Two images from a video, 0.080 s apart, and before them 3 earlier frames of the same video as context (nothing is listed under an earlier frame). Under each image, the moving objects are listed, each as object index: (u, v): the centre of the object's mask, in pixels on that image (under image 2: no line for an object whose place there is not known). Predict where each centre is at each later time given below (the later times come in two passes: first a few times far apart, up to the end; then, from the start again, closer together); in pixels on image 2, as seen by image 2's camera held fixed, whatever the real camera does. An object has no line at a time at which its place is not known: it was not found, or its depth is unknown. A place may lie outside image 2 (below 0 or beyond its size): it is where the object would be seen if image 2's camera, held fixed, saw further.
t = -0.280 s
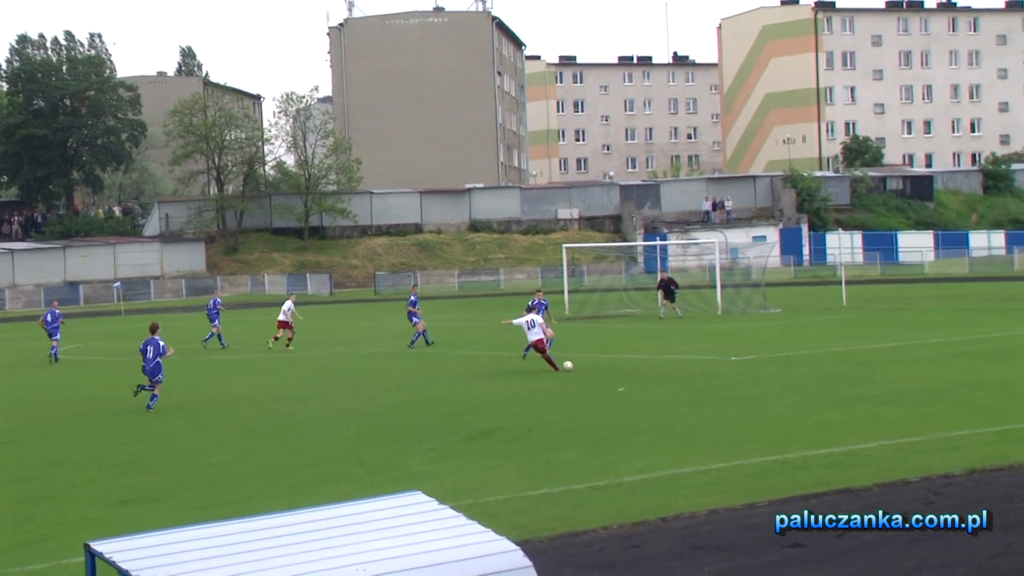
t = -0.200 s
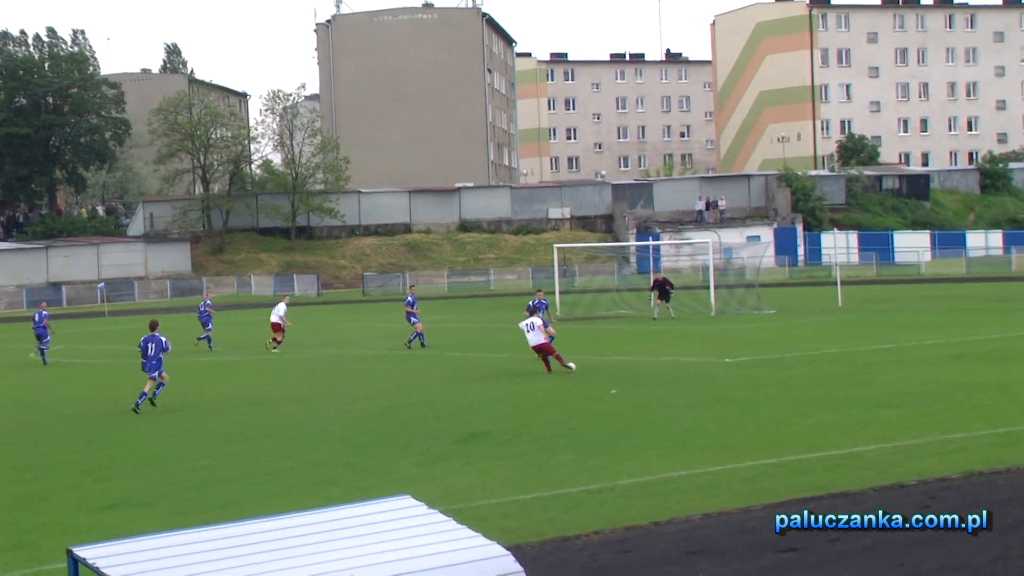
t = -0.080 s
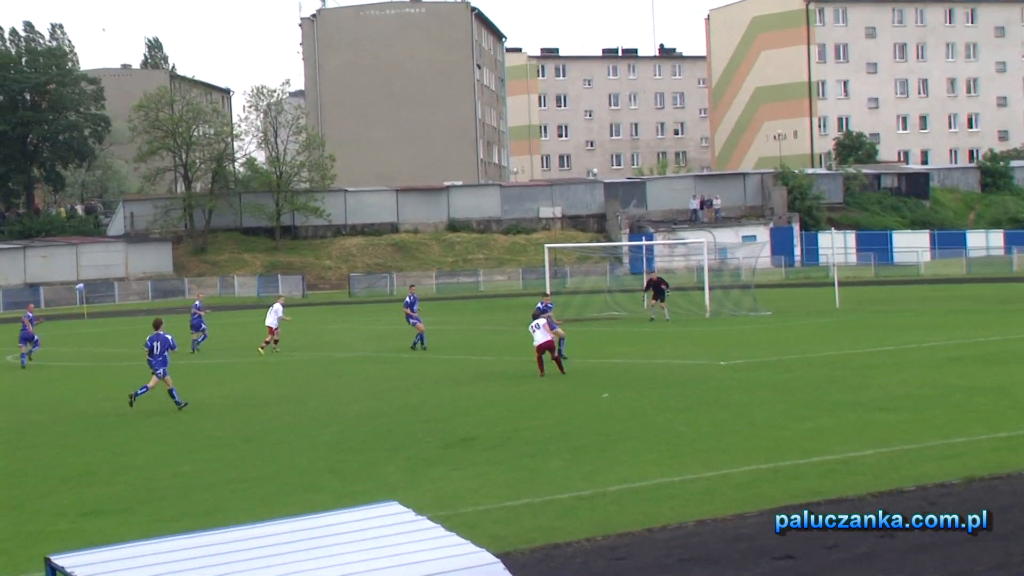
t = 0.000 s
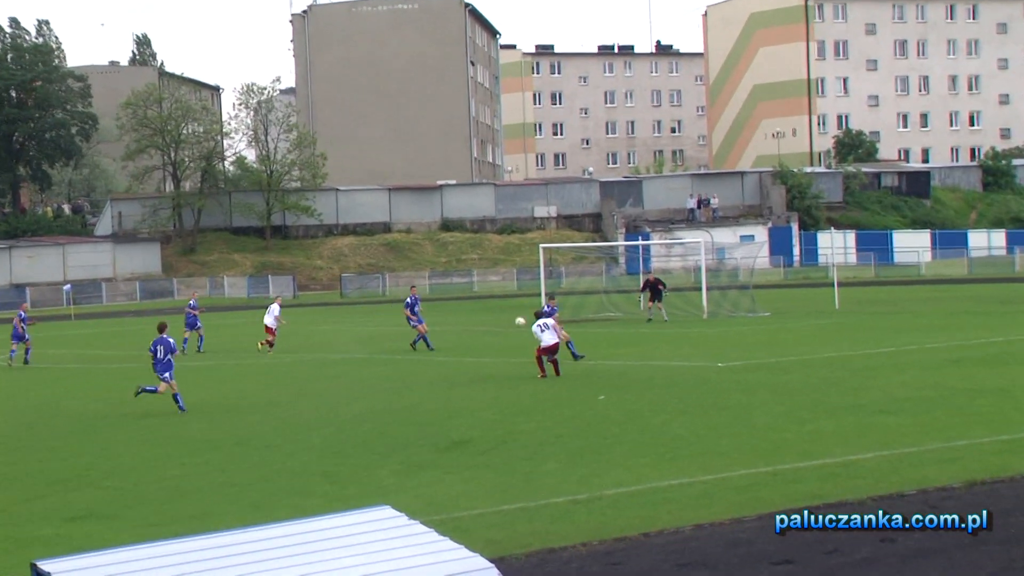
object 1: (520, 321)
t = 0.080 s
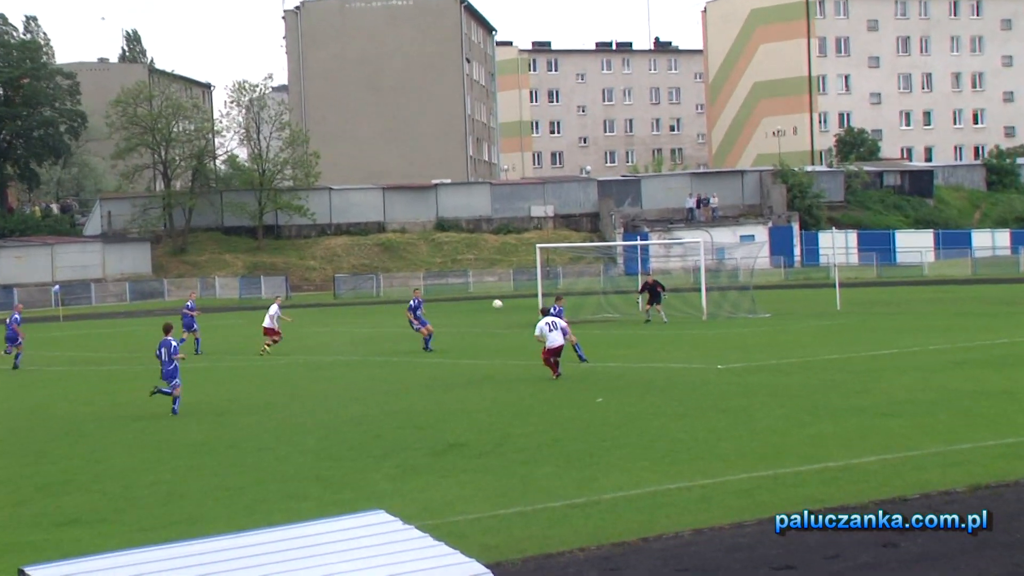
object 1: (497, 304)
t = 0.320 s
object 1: (448, 264)
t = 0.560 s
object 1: (390, 247)
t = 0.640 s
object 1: (370, 246)
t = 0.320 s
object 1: (448, 264)
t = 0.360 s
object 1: (440, 260)
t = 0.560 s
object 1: (390, 247)
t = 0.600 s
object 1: (380, 246)
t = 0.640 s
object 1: (370, 246)
